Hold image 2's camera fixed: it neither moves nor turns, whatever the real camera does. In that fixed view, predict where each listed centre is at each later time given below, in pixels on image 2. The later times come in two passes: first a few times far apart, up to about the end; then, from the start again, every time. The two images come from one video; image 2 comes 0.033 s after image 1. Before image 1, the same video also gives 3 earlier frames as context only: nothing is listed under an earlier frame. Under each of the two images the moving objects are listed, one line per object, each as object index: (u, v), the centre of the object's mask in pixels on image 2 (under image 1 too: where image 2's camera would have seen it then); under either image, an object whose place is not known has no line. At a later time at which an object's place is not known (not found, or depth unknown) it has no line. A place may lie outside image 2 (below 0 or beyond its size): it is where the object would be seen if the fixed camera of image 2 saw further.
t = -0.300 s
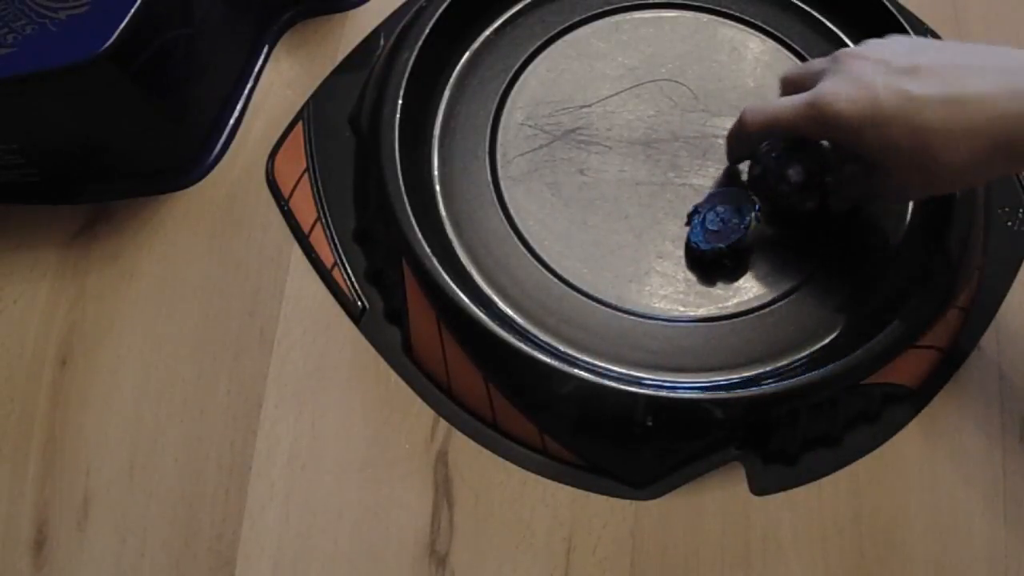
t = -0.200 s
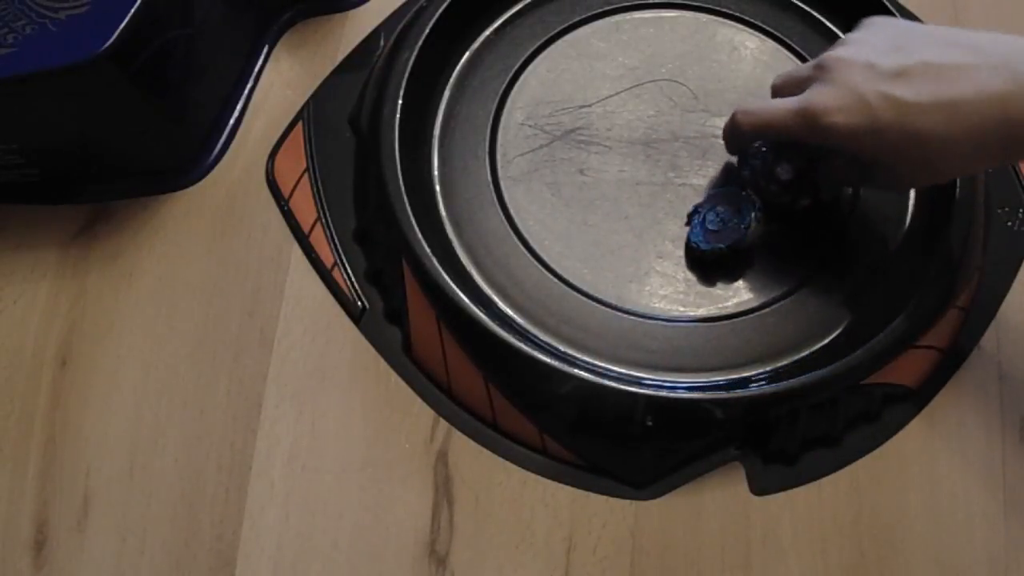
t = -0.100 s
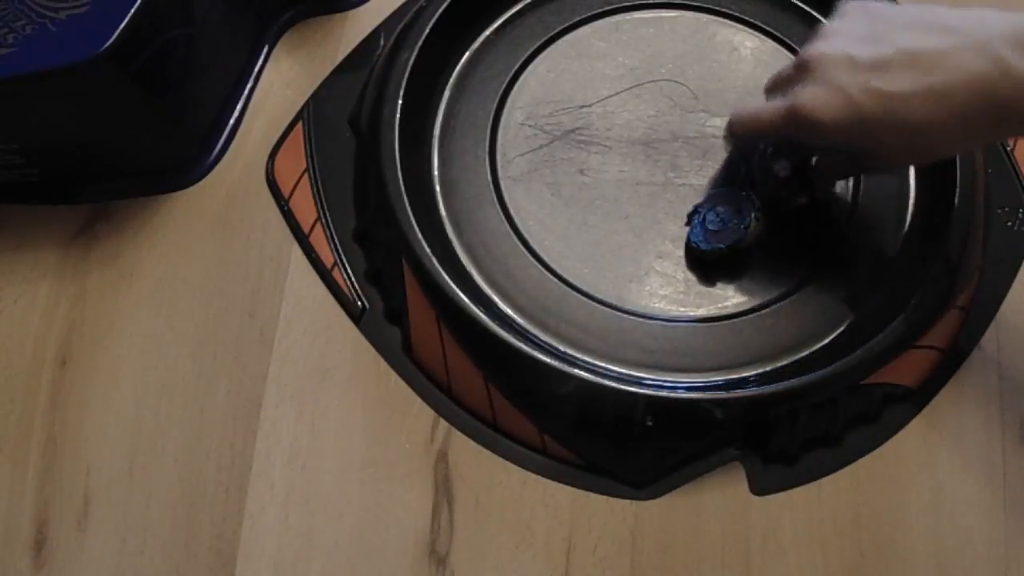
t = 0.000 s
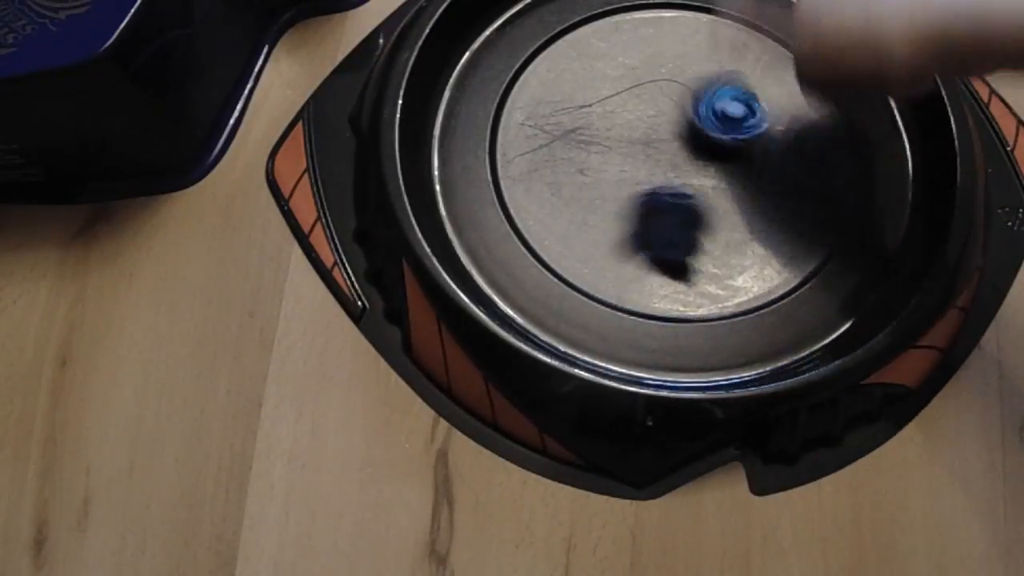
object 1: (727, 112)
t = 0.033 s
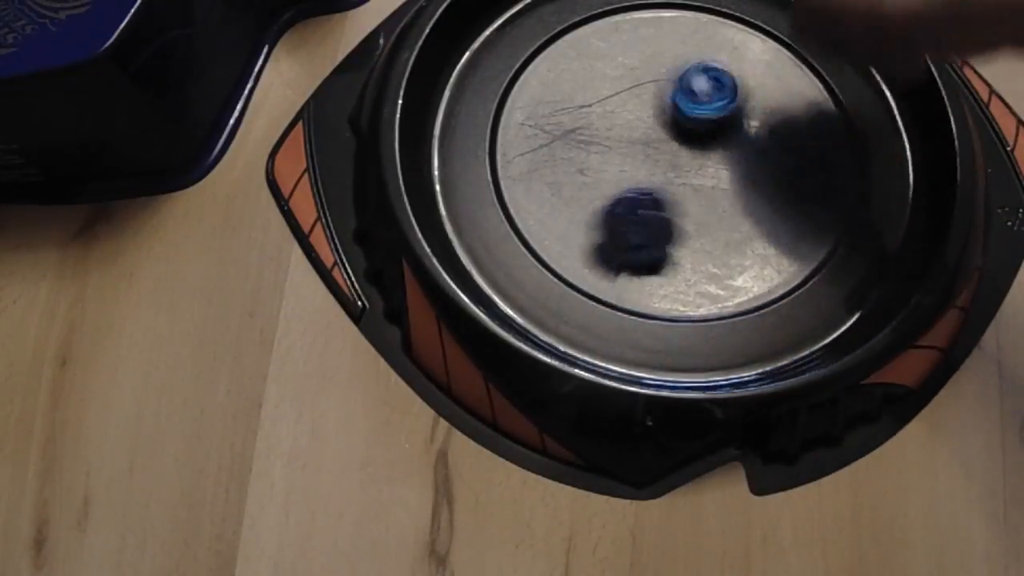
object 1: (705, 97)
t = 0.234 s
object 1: (642, 59)
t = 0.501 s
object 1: (616, 59)
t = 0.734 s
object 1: (603, 63)
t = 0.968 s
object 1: (596, 72)
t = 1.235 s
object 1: (597, 91)
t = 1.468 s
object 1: (600, 112)
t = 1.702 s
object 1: (601, 134)
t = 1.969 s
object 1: (605, 142)
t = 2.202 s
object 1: (612, 148)
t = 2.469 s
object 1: (628, 151)
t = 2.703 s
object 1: (643, 160)
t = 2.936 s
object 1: (656, 165)
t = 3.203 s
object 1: (673, 174)
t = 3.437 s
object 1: (684, 178)
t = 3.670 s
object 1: (684, 182)
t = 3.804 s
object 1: (680, 184)
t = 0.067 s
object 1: (688, 82)
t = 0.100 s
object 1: (670, 72)
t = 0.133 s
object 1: (660, 67)
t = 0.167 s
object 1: (652, 61)
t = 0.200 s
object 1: (647, 60)
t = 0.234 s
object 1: (642, 59)
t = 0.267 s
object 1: (639, 59)
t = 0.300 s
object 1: (635, 59)
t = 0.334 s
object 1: (632, 59)
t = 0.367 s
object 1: (628, 59)
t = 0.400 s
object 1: (625, 59)
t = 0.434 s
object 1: (622, 59)
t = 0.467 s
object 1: (619, 60)
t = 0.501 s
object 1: (616, 59)
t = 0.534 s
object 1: (614, 60)
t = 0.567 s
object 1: (611, 60)
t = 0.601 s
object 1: (609, 59)
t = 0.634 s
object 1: (608, 61)
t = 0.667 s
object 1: (605, 61)
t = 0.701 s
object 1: (604, 61)
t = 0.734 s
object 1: (603, 63)
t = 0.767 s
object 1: (600, 64)
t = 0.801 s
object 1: (600, 64)
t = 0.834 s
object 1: (599, 66)
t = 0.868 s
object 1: (598, 68)
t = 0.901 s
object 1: (597, 68)
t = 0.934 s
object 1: (597, 70)
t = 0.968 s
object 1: (596, 72)
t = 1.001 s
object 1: (596, 74)
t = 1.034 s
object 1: (596, 76)
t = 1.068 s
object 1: (596, 79)
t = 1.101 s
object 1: (596, 81)
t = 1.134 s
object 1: (596, 84)
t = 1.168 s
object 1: (597, 87)
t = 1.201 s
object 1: (597, 89)
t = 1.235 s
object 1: (597, 91)
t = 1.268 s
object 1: (598, 95)
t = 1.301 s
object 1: (598, 98)
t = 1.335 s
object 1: (598, 101)
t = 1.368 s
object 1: (598, 103)
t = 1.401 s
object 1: (599, 107)
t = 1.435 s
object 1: (600, 110)
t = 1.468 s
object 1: (600, 112)
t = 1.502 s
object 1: (600, 115)
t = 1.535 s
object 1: (601, 119)
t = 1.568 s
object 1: (600, 122)
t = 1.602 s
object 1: (601, 125)
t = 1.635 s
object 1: (601, 128)
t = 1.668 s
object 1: (601, 132)
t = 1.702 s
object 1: (601, 134)
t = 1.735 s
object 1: (601, 137)
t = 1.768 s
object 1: (602, 138)
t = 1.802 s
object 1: (601, 139)
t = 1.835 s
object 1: (600, 140)
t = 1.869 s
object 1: (600, 143)
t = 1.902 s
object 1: (602, 142)
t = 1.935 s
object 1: (603, 142)
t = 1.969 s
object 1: (605, 142)
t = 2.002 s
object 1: (606, 144)
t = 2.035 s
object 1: (607, 144)
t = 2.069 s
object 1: (607, 145)
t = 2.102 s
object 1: (610, 144)
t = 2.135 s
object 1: (611, 146)
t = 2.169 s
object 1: (612, 147)
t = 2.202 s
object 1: (612, 148)
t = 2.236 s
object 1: (614, 148)
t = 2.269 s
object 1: (617, 146)
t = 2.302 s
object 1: (619, 148)
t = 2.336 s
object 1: (620, 149)
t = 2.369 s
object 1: (621, 149)
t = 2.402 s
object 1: (622, 150)
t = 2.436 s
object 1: (625, 150)
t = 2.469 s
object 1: (628, 151)
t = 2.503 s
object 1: (631, 152)
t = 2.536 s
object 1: (633, 152)
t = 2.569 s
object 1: (635, 153)
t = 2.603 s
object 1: (637, 154)
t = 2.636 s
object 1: (640, 157)
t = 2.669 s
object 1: (642, 157)
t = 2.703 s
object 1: (643, 160)
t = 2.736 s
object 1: (645, 160)
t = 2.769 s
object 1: (646, 162)
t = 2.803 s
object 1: (650, 164)
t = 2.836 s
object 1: (652, 165)
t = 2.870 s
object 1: (654, 164)
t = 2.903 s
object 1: (655, 166)
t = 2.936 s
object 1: (656, 165)
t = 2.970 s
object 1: (657, 168)
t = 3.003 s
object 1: (659, 167)
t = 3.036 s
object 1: (660, 171)
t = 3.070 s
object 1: (663, 171)
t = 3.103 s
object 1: (666, 172)
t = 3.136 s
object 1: (670, 173)
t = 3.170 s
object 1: (671, 174)
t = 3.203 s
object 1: (673, 174)
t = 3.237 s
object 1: (675, 173)
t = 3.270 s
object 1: (676, 174)
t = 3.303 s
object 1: (678, 174)
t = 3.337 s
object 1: (680, 176)
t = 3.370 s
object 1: (682, 176)
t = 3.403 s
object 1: (683, 176)
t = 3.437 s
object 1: (684, 178)
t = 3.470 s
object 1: (685, 178)
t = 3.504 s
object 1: (686, 175)
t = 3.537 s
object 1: (685, 177)
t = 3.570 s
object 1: (686, 180)
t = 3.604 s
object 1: (686, 182)
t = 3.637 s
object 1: (685, 183)
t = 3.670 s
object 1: (684, 182)
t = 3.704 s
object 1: (684, 181)
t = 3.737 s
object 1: (682, 183)
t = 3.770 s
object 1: (682, 183)
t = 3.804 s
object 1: (680, 184)
